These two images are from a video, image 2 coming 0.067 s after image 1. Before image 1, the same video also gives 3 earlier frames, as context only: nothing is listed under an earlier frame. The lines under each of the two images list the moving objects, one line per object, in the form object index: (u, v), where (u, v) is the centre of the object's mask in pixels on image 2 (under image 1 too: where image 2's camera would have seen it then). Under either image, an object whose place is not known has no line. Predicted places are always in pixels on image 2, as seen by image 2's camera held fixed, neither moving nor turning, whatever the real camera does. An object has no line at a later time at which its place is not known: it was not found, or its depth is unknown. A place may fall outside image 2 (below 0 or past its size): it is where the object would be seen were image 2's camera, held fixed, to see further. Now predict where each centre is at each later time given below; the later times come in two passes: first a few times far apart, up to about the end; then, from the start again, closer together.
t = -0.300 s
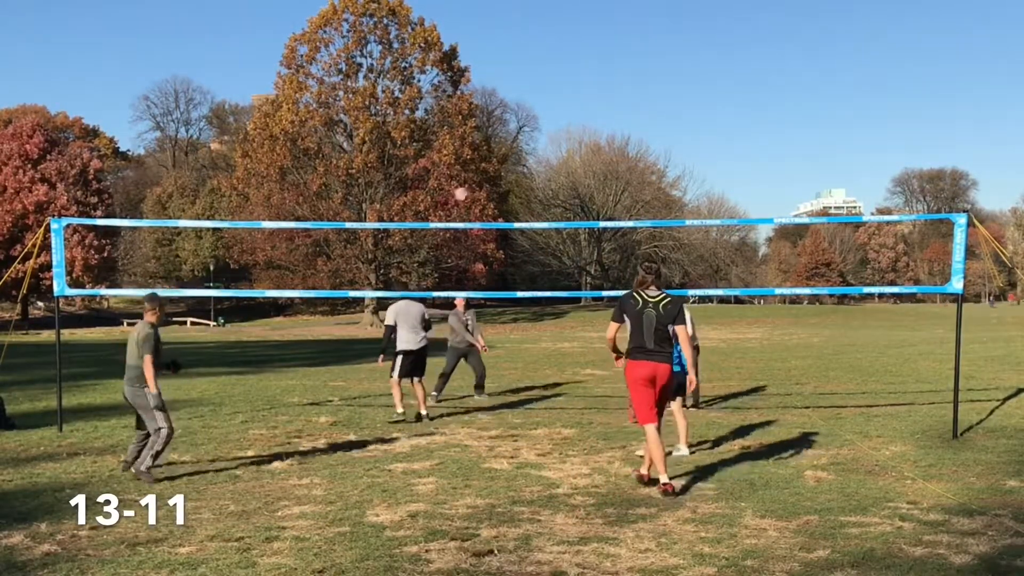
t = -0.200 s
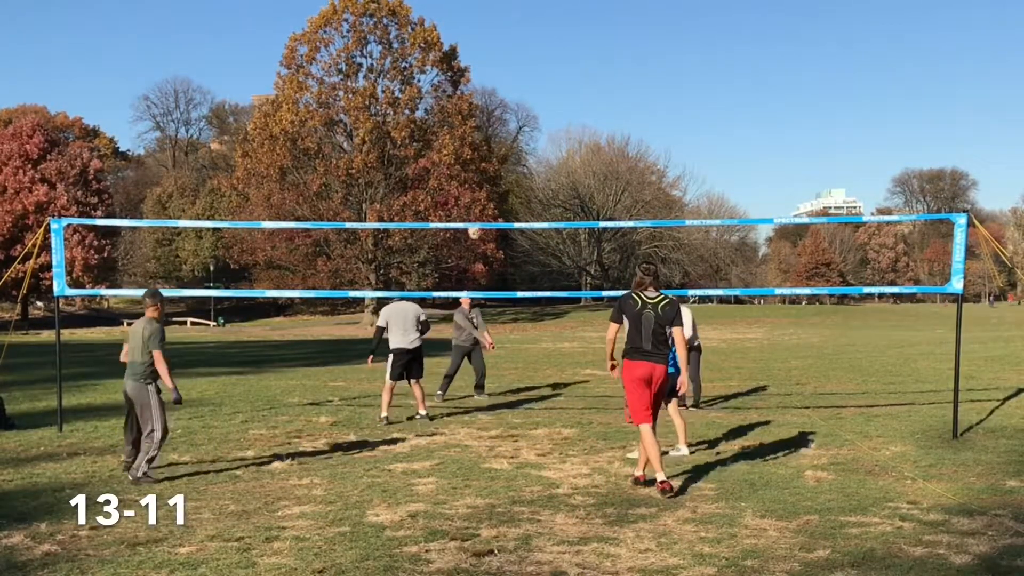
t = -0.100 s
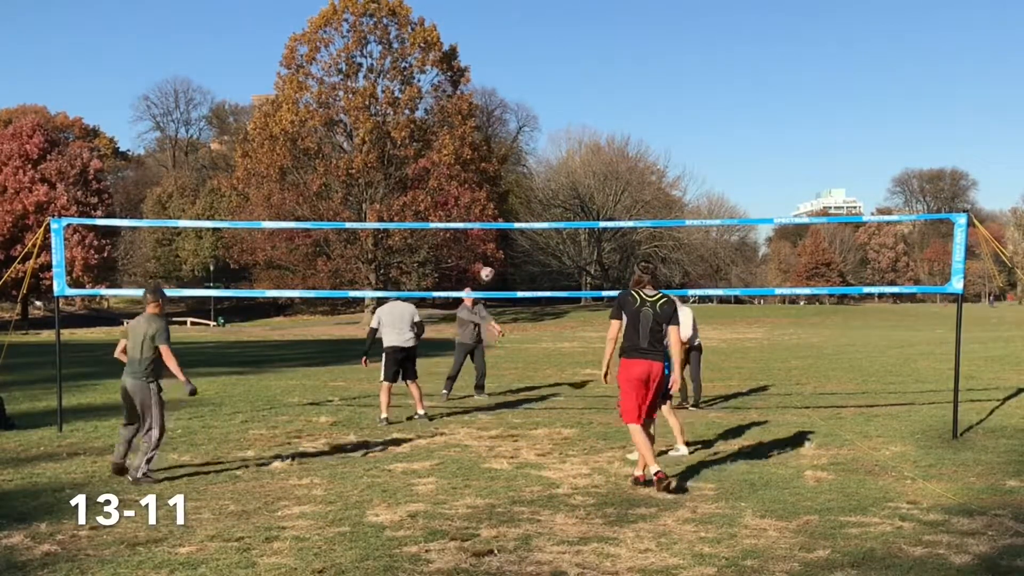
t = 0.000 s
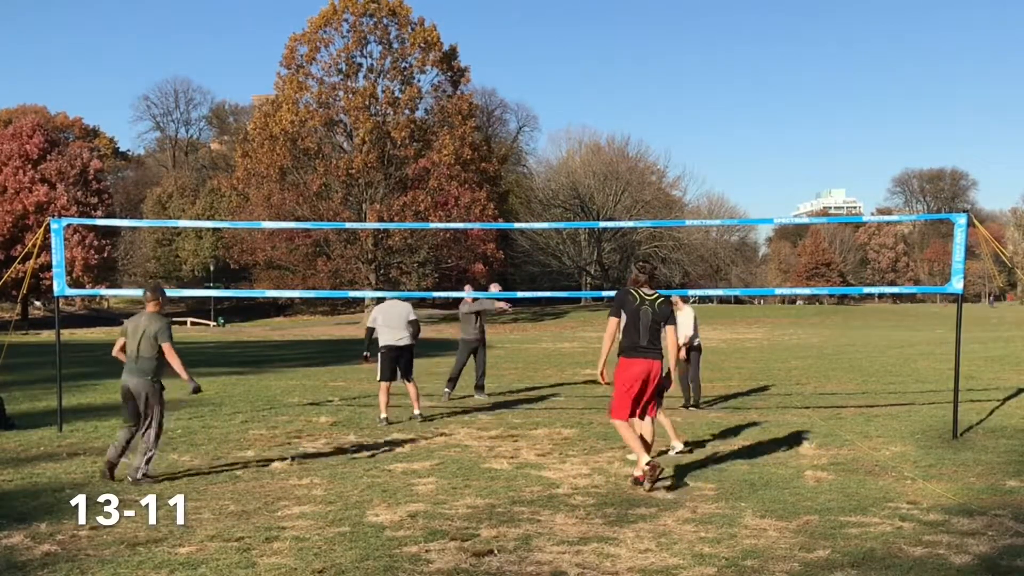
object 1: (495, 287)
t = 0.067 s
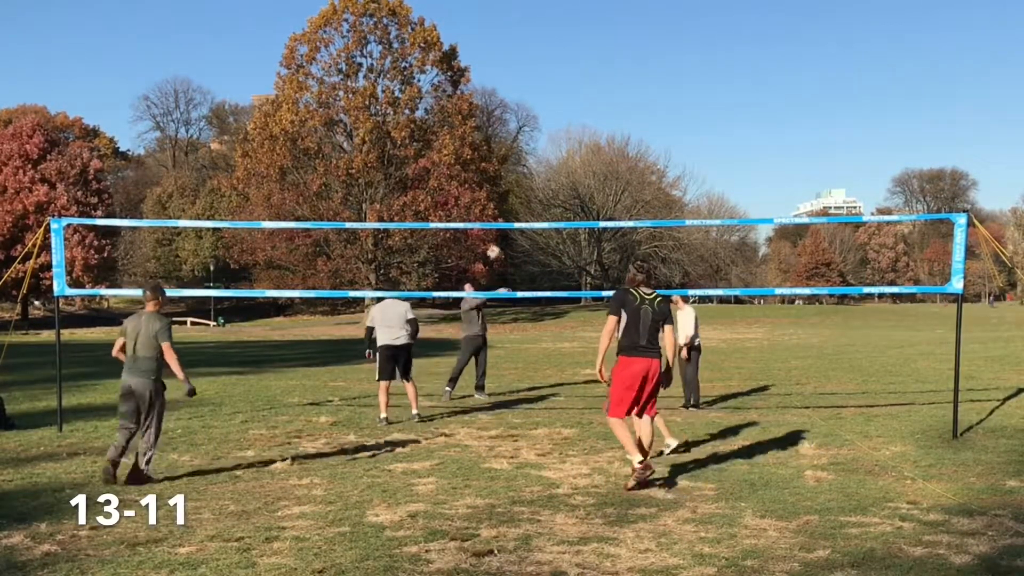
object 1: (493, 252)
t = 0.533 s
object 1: (488, 73)
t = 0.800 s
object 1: (482, 34)
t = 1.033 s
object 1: (479, 35)
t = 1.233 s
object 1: (475, 69)
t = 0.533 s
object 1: (488, 73)
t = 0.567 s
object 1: (487, 66)
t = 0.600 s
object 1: (486, 58)
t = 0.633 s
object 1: (485, 52)
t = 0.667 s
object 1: (485, 47)
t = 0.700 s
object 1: (484, 42)
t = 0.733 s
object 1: (484, 39)
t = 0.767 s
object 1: (483, 36)
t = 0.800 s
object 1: (482, 34)
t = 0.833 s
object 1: (482, 31)
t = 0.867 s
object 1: (482, 30)
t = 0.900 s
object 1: (481, 30)
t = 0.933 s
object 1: (480, 31)
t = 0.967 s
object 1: (480, 31)
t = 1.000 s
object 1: (479, 33)
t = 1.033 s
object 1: (479, 35)
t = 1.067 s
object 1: (478, 40)
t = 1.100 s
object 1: (477, 45)
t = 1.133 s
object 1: (476, 50)
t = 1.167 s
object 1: (476, 55)
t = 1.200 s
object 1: (475, 61)
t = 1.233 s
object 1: (475, 69)
